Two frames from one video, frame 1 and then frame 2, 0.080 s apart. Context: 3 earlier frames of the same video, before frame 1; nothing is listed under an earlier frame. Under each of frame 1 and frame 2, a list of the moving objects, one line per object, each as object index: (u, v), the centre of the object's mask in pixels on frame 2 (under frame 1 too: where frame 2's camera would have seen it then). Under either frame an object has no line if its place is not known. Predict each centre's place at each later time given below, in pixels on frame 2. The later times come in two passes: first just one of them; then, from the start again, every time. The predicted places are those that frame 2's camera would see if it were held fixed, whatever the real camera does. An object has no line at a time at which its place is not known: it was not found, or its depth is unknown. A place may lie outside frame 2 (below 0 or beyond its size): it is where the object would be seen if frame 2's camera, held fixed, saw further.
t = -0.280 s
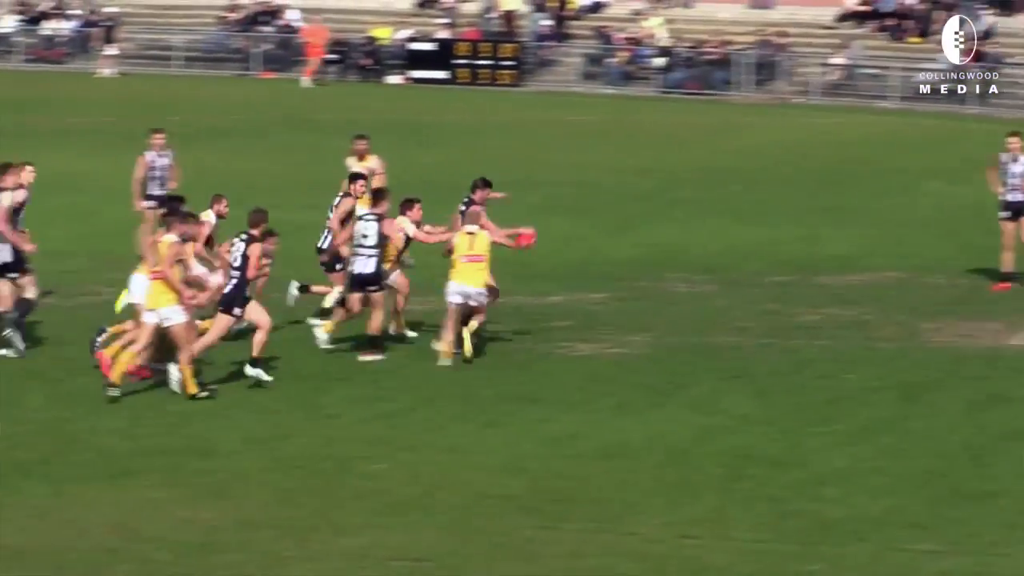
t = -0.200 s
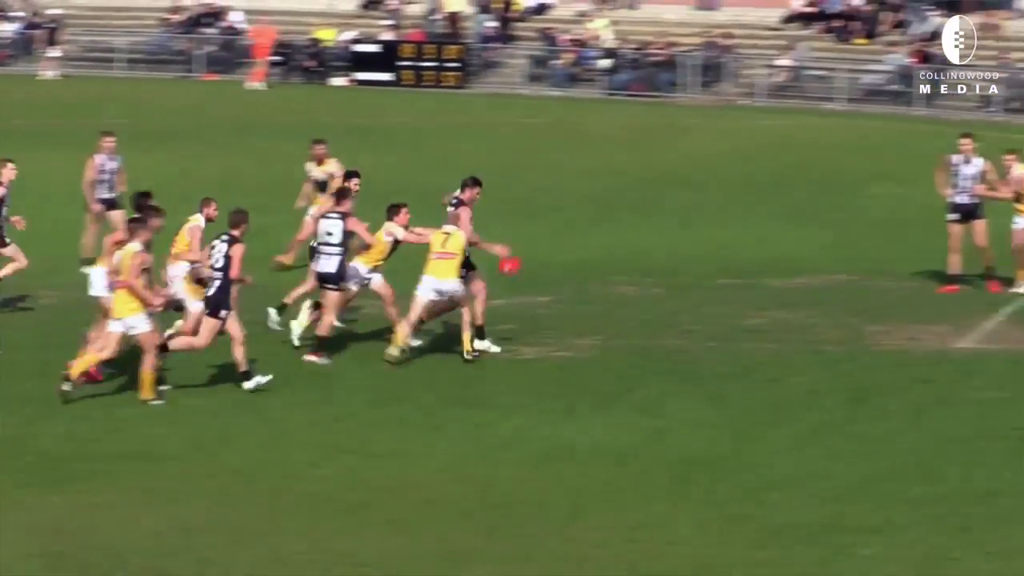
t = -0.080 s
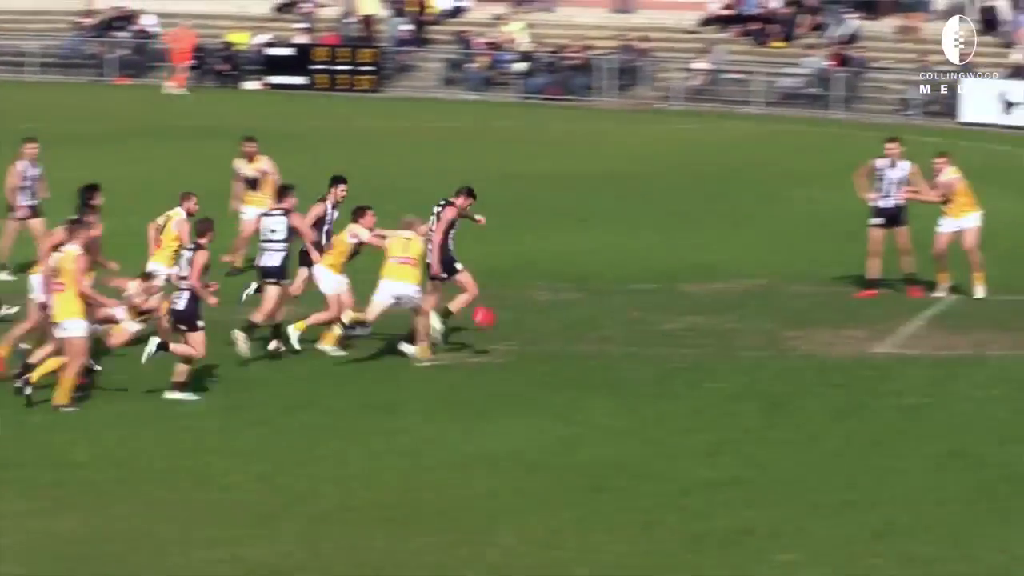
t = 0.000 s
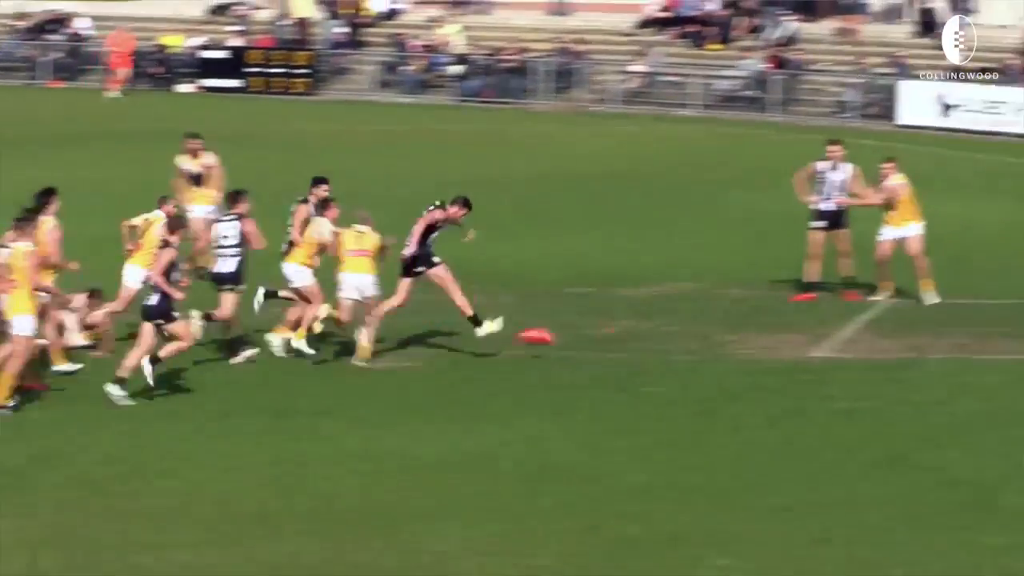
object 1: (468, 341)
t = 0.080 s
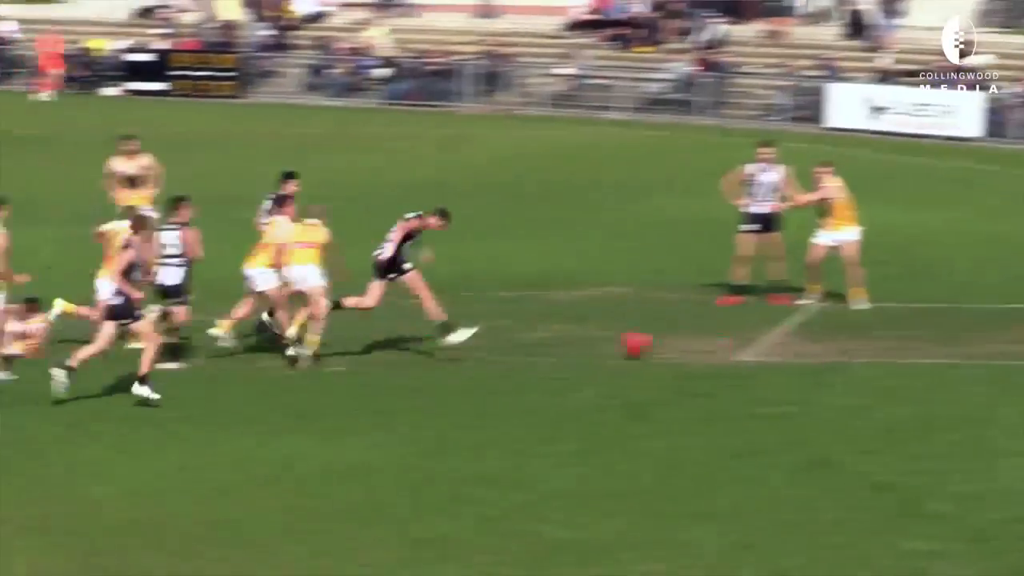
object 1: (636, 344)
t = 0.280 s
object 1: (979, 306)
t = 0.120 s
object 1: (715, 349)
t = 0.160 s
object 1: (783, 338)
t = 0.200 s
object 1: (848, 325)
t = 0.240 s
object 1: (913, 315)
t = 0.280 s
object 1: (979, 306)
